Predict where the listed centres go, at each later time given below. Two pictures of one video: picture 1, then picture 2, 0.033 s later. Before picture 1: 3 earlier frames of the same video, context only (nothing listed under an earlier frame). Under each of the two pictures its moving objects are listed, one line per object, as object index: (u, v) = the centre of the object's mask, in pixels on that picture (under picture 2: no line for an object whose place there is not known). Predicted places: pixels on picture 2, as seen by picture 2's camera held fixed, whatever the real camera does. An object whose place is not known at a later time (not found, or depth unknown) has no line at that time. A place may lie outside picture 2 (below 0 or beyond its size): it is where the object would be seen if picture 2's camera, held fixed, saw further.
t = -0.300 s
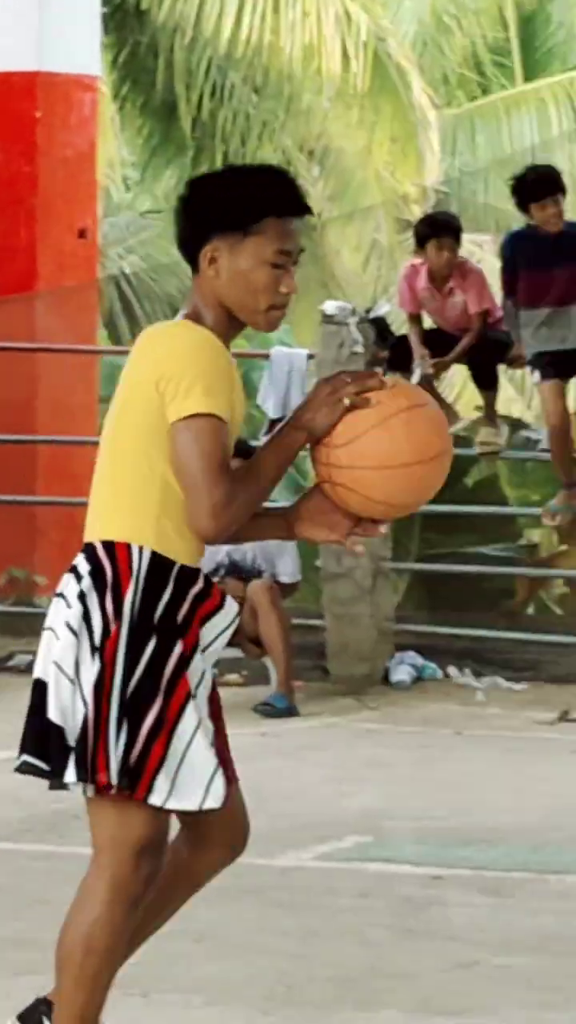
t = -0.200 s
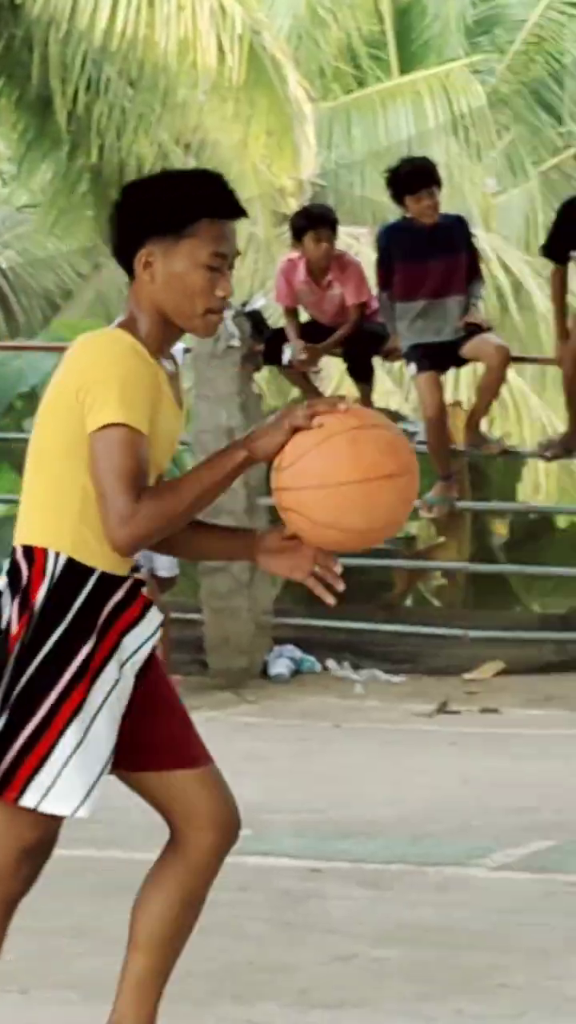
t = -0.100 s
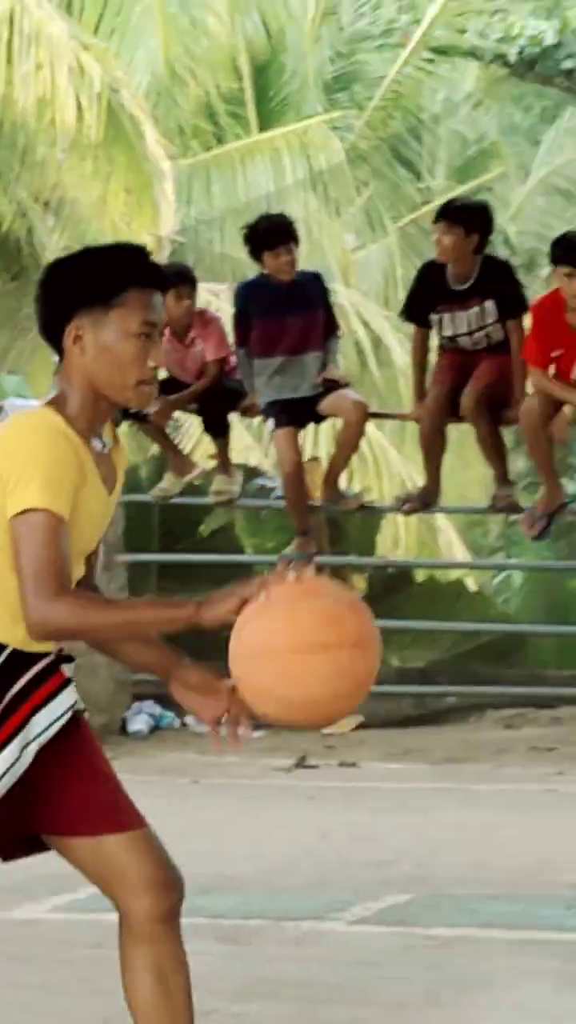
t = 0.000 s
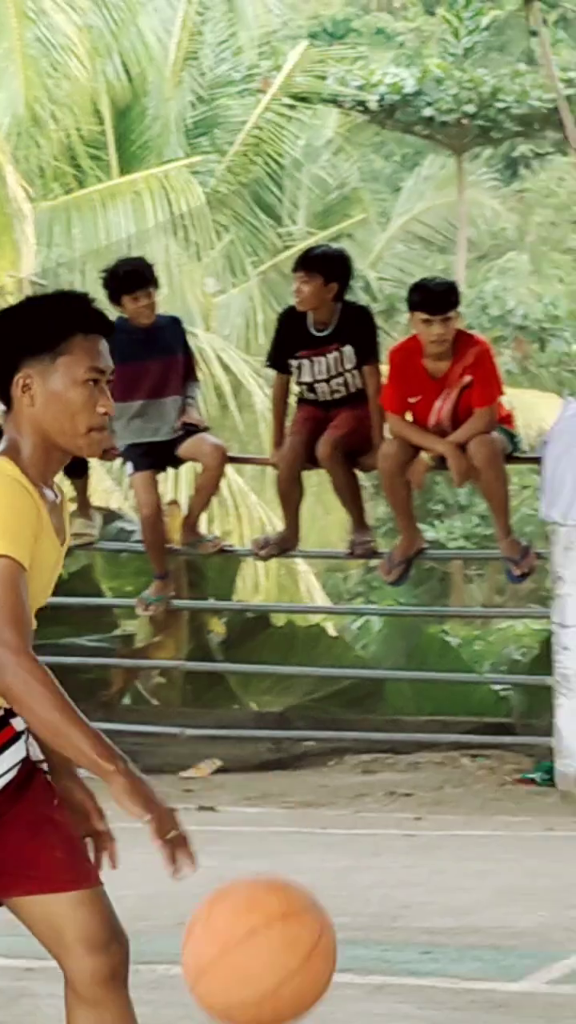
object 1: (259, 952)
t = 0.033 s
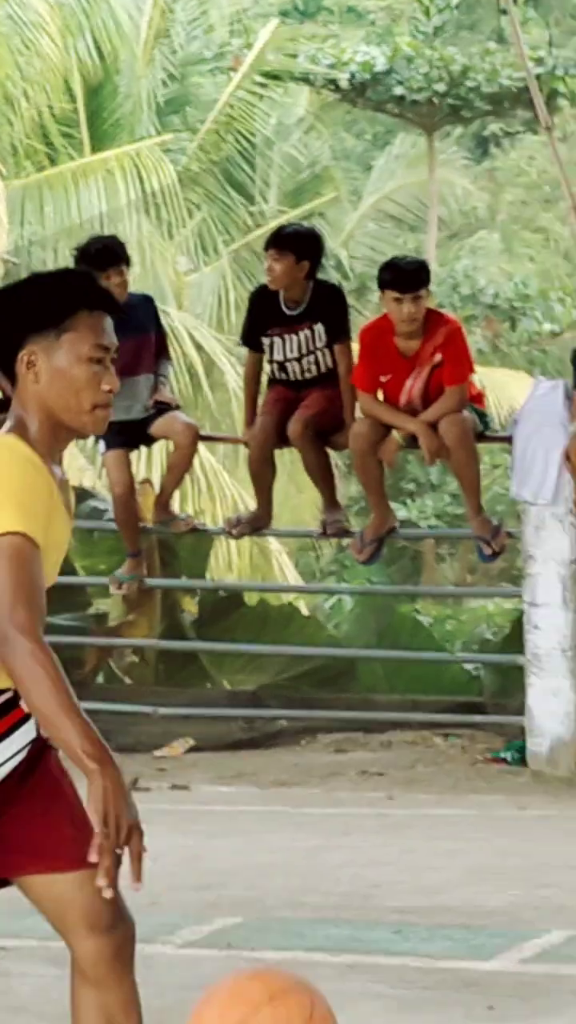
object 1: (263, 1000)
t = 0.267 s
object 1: (423, 775)
